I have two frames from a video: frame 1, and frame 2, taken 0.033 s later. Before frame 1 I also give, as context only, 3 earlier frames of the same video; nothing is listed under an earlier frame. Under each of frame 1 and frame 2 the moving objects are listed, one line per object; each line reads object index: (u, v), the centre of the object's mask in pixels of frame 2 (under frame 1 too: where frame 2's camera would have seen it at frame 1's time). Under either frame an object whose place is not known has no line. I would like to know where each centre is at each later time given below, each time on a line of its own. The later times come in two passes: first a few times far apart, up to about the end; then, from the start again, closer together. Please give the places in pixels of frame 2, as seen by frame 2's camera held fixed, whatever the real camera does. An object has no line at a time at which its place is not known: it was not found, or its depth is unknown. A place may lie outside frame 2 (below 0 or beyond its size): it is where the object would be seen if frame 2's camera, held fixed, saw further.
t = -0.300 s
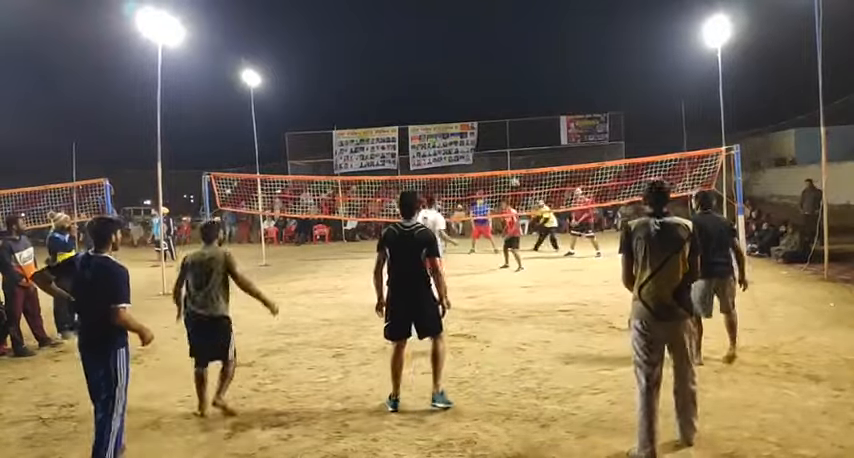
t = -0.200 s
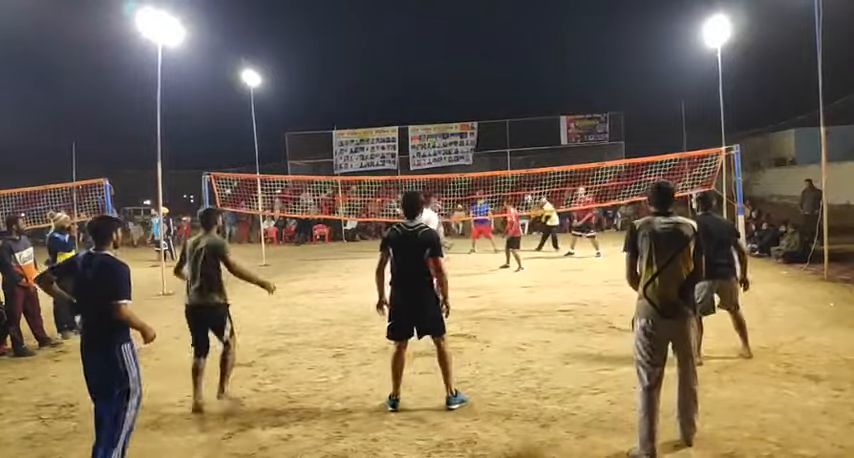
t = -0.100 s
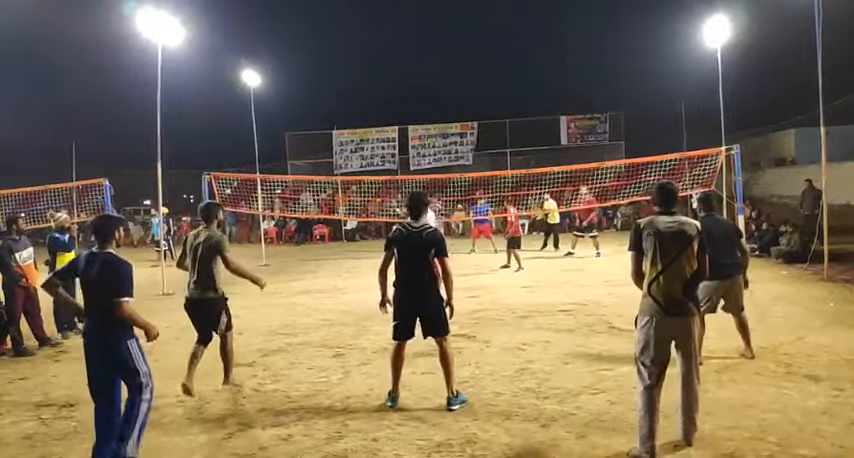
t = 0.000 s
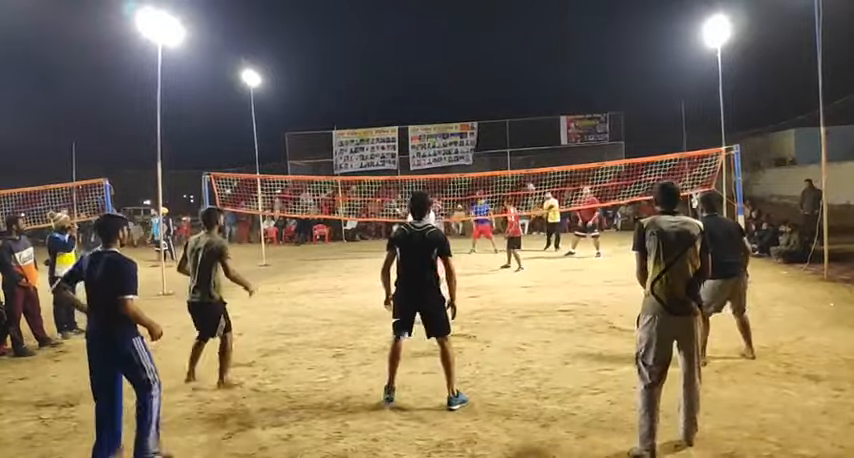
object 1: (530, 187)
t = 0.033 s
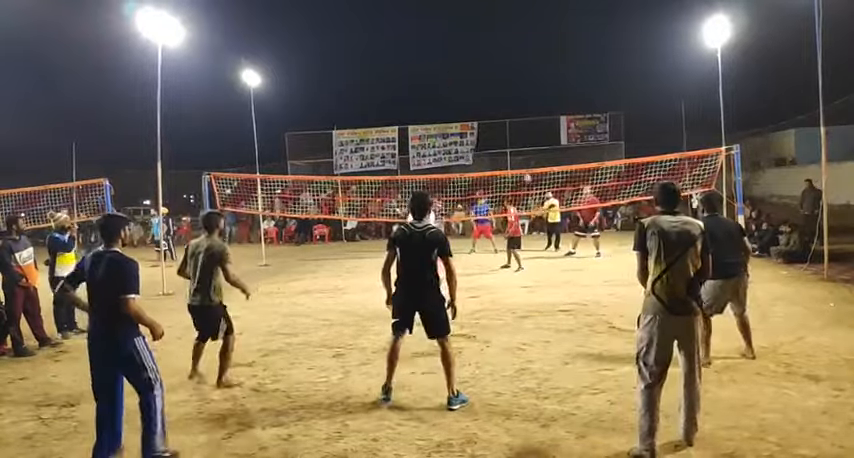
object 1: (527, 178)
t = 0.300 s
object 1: (500, 112)
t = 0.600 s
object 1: (462, 54)
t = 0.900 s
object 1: (414, 23)
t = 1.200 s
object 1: (351, 39)
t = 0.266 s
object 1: (503, 120)
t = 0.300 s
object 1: (500, 112)
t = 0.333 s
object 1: (496, 105)
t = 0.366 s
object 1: (492, 98)
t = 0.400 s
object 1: (488, 91)
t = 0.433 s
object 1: (484, 84)
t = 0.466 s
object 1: (480, 77)
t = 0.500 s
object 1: (475, 71)
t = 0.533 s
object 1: (472, 65)
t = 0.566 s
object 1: (467, 59)
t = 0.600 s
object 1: (462, 54)
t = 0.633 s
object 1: (457, 49)
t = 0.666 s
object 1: (453, 44)
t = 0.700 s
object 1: (447, 40)
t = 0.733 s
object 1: (442, 36)
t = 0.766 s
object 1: (437, 33)
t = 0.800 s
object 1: (432, 30)
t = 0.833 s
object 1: (426, 27)
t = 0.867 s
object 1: (421, 25)
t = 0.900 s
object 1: (414, 23)
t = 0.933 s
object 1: (408, 22)
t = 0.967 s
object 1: (402, 22)
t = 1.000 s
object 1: (395, 22)
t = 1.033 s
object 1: (389, 23)
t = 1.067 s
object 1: (382, 24)
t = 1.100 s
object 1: (374, 27)
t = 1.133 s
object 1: (367, 30)
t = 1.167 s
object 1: (359, 34)
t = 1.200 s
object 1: (351, 39)
